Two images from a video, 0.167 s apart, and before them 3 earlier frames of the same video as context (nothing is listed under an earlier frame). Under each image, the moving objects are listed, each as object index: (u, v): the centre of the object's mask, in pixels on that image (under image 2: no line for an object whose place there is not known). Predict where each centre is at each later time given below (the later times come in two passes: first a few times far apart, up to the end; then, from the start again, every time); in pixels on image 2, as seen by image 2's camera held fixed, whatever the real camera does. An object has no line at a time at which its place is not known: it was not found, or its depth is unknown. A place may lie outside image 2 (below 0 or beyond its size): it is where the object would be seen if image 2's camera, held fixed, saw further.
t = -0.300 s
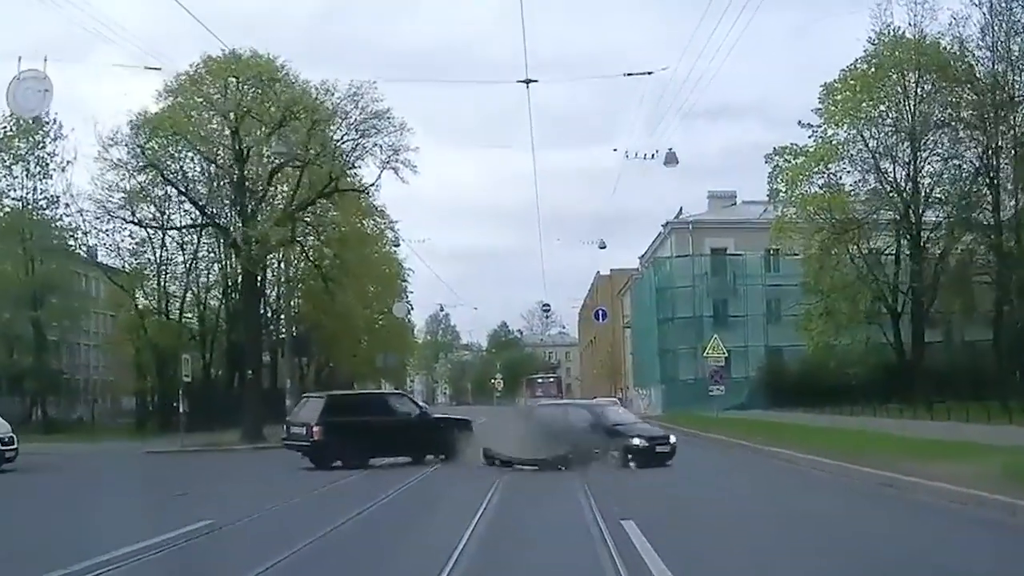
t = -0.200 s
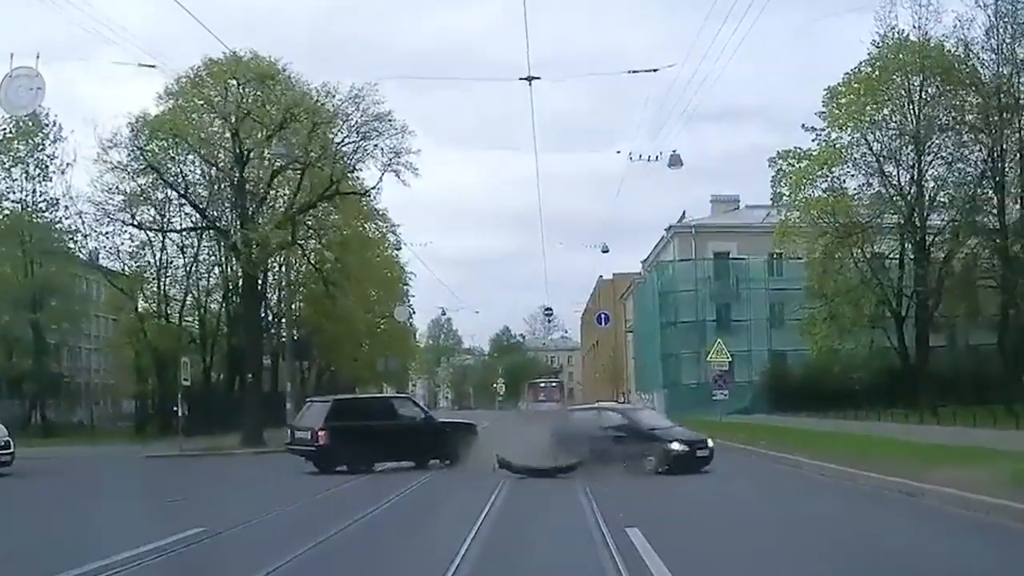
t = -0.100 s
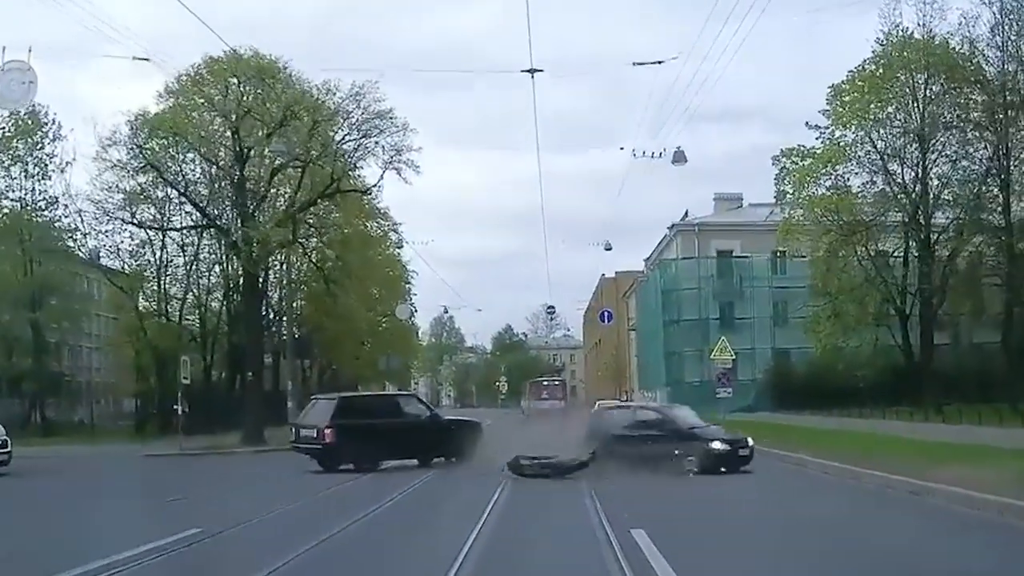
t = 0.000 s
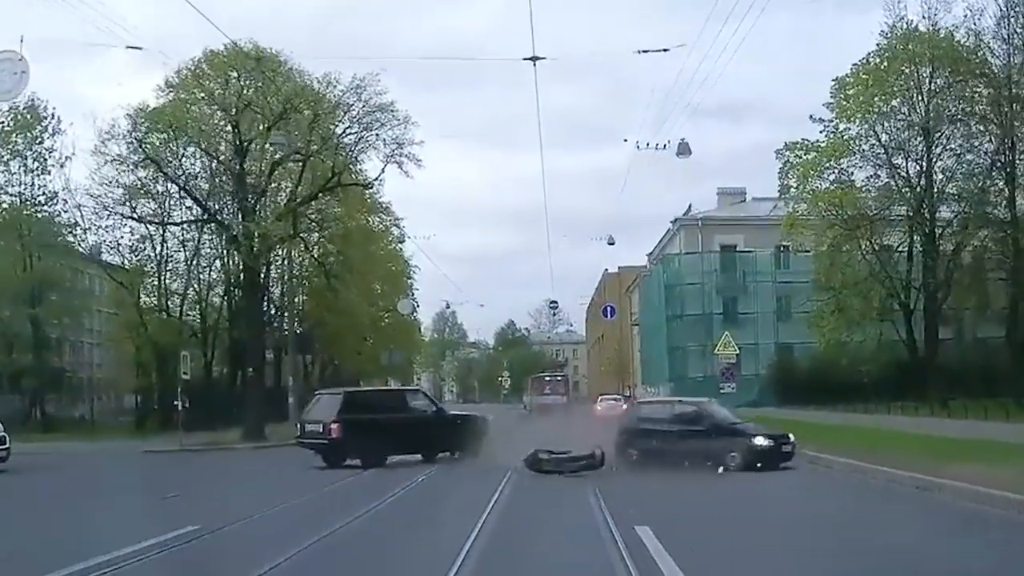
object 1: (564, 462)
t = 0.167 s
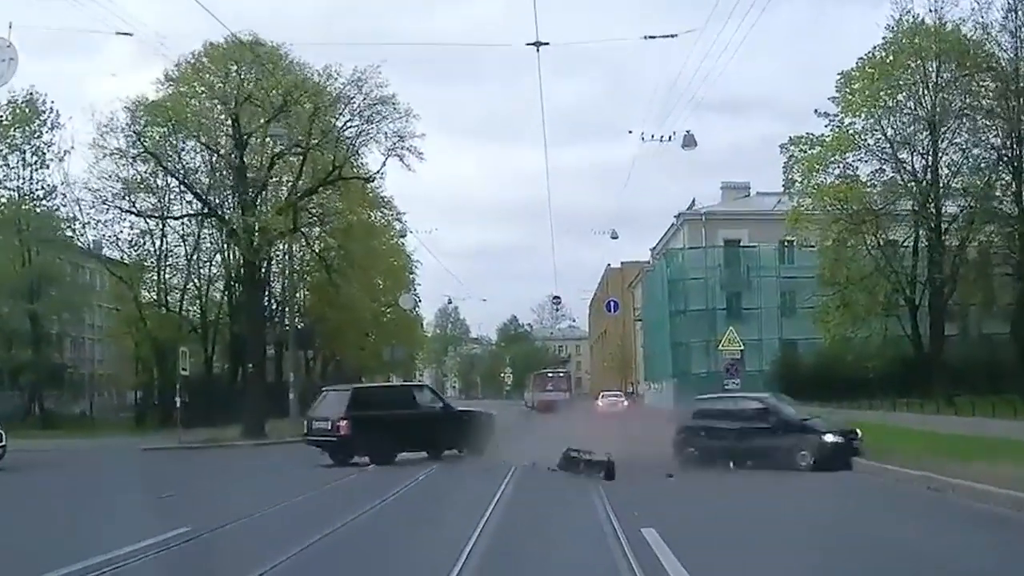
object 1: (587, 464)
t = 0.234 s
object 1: (596, 467)
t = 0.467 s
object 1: (628, 471)
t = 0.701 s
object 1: (654, 472)
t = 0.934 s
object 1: (682, 479)
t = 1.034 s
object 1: (695, 478)
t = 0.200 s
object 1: (591, 466)
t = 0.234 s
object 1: (596, 467)
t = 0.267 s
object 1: (601, 468)
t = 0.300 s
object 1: (605, 469)
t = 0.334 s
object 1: (610, 468)
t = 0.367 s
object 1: (618, 471)
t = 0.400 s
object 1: (620, 471)
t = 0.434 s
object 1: (624, 471)
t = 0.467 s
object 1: (628, 471)
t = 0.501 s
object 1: (631, 472)
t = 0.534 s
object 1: (634, 472)
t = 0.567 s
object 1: (638, 471)
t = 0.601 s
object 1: (642, 472)
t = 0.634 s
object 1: (646, 471)
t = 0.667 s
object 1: (651, 472)
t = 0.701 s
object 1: (654, 472)
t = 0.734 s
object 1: (658, 473)
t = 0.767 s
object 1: (662, 473)
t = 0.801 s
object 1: (666, 475)
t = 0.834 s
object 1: (671, 475)
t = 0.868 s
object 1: (674, 477)
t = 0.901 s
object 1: (678, 477)
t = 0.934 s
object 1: (682, 479)
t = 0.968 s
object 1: (687, 477)
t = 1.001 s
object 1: (690, 479)
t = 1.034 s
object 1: (695, 478)
